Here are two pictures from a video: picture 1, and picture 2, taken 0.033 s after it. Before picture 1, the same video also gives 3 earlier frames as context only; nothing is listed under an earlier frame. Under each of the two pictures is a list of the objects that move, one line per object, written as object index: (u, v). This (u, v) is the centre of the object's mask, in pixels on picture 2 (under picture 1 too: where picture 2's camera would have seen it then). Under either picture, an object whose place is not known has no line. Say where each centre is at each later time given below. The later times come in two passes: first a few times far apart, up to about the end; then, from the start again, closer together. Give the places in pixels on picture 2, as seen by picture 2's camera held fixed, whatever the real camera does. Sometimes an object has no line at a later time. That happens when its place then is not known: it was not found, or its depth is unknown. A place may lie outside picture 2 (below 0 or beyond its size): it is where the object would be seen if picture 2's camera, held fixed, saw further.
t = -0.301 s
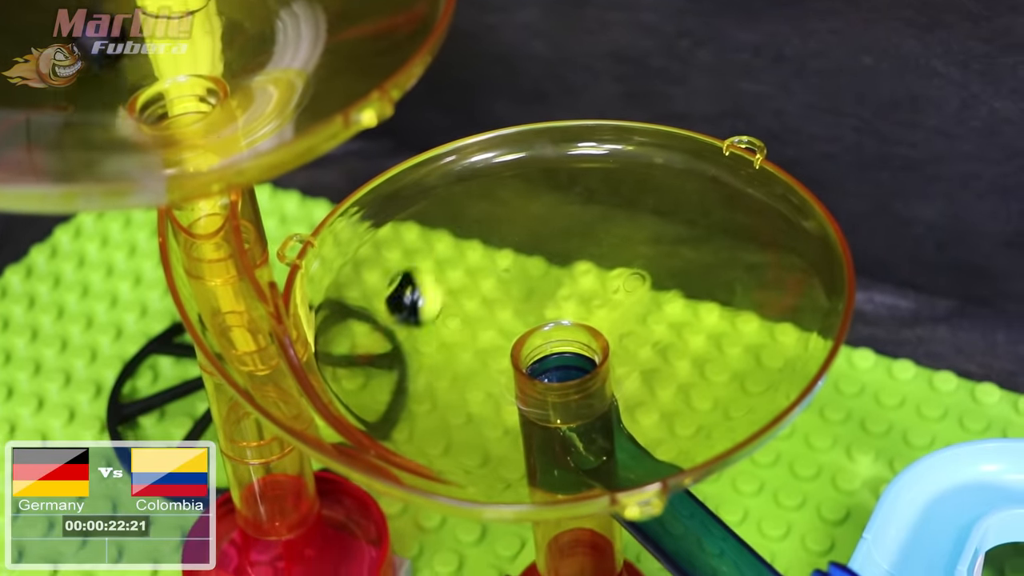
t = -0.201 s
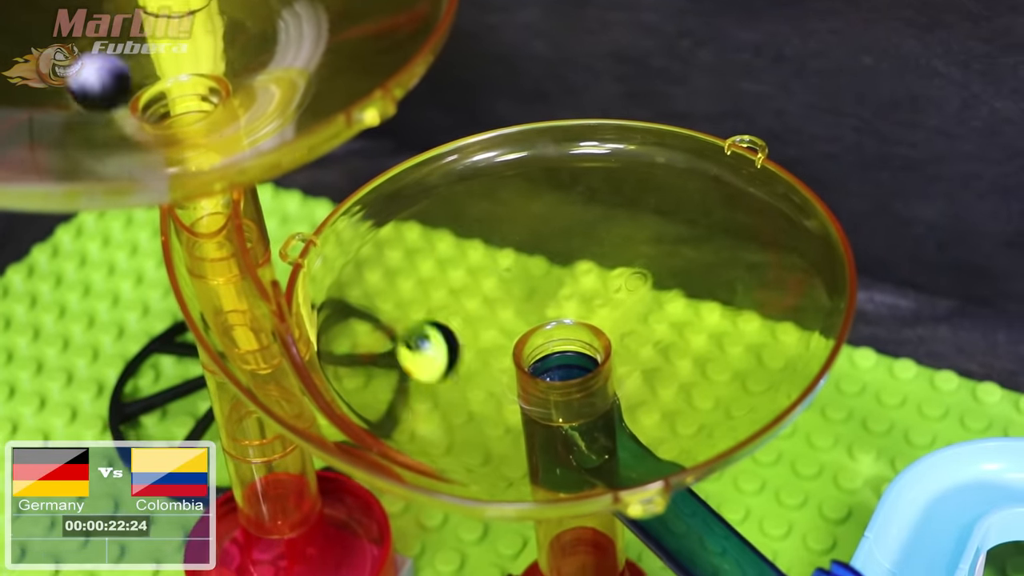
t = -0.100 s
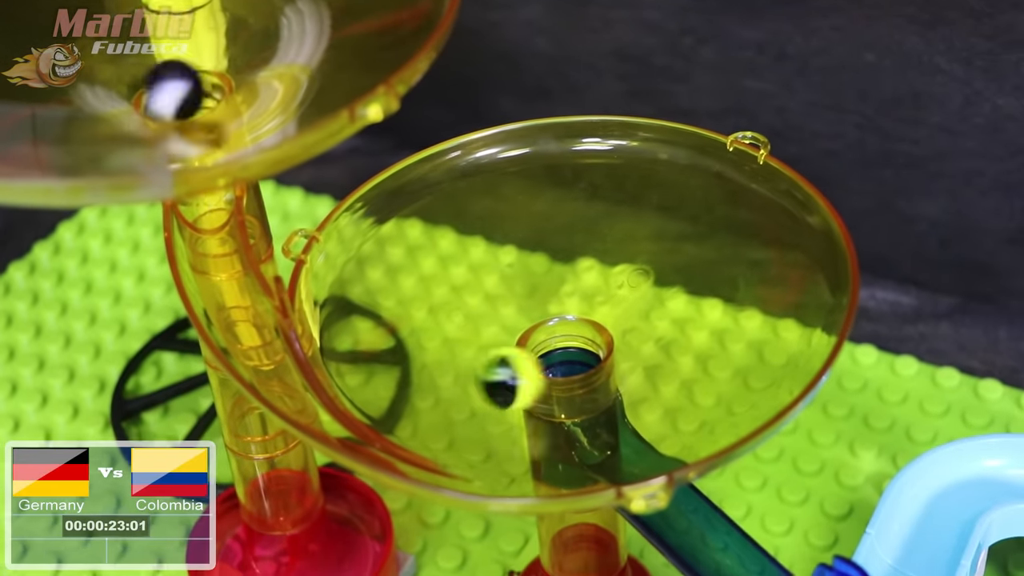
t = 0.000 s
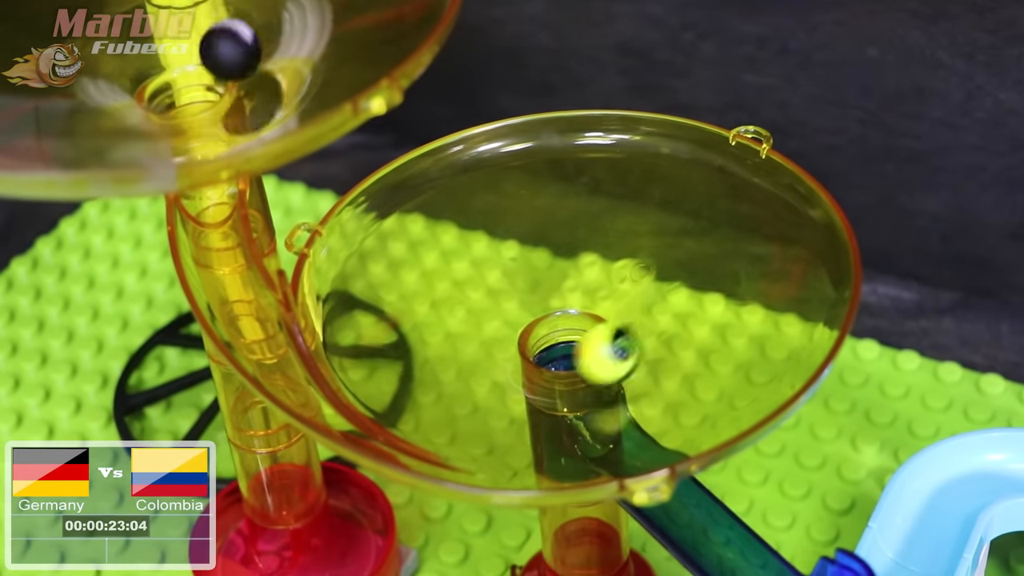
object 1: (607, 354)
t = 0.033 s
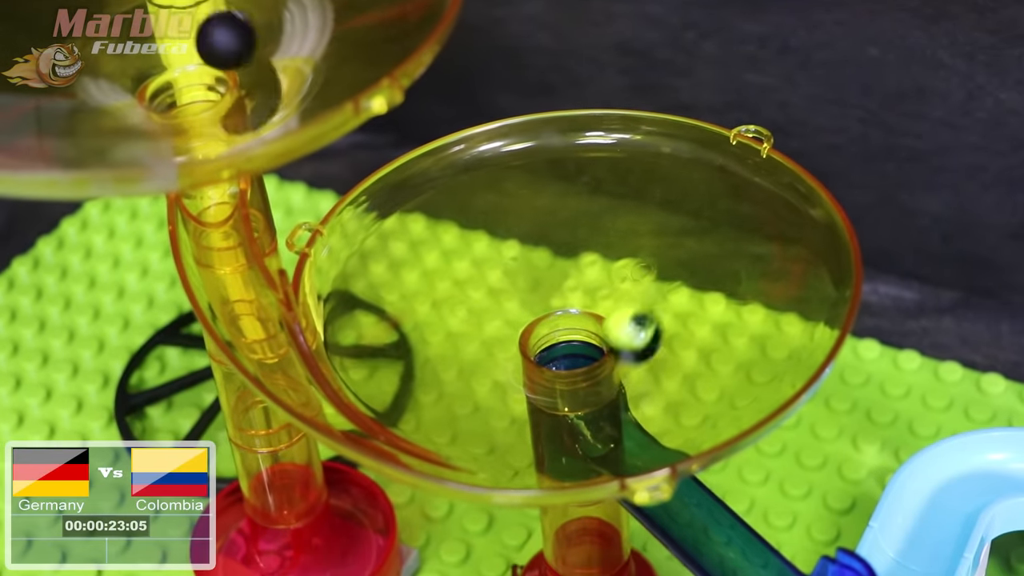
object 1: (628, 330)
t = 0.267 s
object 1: (527, 239)
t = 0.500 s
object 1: (475, 352)
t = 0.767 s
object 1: (628, 271)
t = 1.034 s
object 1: (463, 305)
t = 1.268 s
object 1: (606, 345)
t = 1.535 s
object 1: (482, 269)
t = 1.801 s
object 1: (603, 355)
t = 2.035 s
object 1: (522, 283)
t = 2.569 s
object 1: (528, 325)
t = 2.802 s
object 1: (602, 305)
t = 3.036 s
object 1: (549, 347)
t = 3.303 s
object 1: (532, 324)
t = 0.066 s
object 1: (647, 294)
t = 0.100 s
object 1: (643, 295)
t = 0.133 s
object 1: (630, 268)
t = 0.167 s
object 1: (607, 245)
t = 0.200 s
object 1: (574, 227)
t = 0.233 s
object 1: (564, 236)
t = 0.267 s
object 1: (527, 239)
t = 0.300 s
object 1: (496, 243)
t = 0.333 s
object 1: (469, 255)
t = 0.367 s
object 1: (444, 271)
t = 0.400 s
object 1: (429, 284)
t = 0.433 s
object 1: (457, 311)
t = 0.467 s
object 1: (460, 333)
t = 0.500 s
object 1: (475, 352)
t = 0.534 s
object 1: (491, 363)
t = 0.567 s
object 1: (516, 363)
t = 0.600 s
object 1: (560, 358)
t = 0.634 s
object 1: (602, 360)
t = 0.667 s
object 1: (612, 356)
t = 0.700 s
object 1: (628, 329)
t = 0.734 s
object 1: (635, 304)
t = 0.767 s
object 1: (628, 271)
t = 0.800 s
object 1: (625, 278)
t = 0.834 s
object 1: (588, 256)
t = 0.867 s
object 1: (557, 247)
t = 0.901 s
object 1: (525, 245)
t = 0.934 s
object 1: (491, 249)
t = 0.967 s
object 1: (502, 263)
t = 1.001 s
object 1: (474, 286)
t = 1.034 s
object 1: (463, 305)
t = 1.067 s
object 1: (464, 325)
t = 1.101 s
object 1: (472, 344)
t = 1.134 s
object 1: (486, 354)
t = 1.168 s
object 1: (540, 350)
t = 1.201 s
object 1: (572, 363)
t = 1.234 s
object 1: (587, 365)
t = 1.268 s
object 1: (606, 345)
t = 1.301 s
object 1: (623, 323)
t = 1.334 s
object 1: (627, 294)
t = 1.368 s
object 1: (618, 262)
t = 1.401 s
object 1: (606, 272)
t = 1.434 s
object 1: (574, 259)
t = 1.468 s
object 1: (545, 256)
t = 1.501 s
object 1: (511, 260)
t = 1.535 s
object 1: (482, 269)
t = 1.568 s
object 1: (496, 291)
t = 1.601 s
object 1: (482, 312)
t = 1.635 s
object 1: (483, 330)
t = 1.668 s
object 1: (495, 348)
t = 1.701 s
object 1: (508, 354)
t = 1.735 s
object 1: (529, 352)
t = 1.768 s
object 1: (571, 340)
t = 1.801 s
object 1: (603, 355)
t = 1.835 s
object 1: (607, 341)
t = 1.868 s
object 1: (614, 316)
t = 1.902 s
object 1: (607, 293)
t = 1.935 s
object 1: (582, 265)
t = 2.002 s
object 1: (547, 278)
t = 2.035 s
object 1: (522, 283)
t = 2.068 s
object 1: (506, 293)
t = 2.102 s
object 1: (489, 308)
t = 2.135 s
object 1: (484, 316)
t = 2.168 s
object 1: (532, 333)
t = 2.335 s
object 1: (610, 301)
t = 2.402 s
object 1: (597, 289)
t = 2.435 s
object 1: (568, 283)
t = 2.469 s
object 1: (543, 285)
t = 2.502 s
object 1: (516, 294)
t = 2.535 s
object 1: (494, 301)
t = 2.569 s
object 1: (528, 325)
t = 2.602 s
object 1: (528, 342)
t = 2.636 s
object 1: (543, 354)
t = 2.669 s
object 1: (559, 352)
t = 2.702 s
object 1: (577, 345)
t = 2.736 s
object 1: (591, 328)
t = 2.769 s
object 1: (599, 294)
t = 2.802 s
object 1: (602, 305)
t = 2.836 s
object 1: (573, 289)
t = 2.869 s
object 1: (548, 286)
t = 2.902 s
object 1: (528, 290)
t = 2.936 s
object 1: (507, 299)
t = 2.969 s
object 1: (498, 303)
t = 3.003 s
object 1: (534, 325)
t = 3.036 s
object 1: (549, 347)
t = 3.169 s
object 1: (587, 295)
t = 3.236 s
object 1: (563, 303)
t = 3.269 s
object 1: (542, 311)
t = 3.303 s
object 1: (532, 324)
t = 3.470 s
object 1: (588, 328)
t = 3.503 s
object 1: (555, 329)
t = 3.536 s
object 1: (558, 337)
